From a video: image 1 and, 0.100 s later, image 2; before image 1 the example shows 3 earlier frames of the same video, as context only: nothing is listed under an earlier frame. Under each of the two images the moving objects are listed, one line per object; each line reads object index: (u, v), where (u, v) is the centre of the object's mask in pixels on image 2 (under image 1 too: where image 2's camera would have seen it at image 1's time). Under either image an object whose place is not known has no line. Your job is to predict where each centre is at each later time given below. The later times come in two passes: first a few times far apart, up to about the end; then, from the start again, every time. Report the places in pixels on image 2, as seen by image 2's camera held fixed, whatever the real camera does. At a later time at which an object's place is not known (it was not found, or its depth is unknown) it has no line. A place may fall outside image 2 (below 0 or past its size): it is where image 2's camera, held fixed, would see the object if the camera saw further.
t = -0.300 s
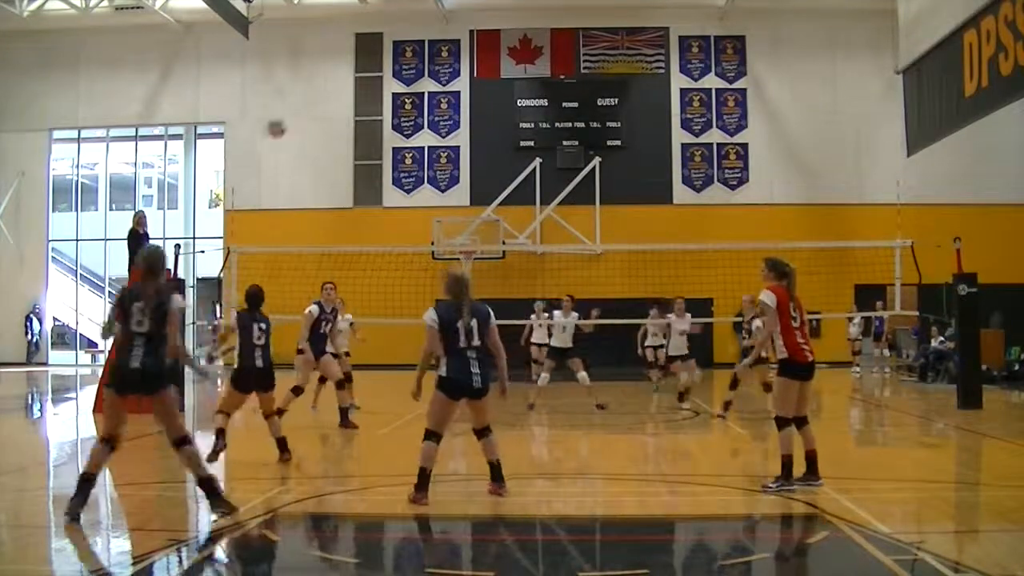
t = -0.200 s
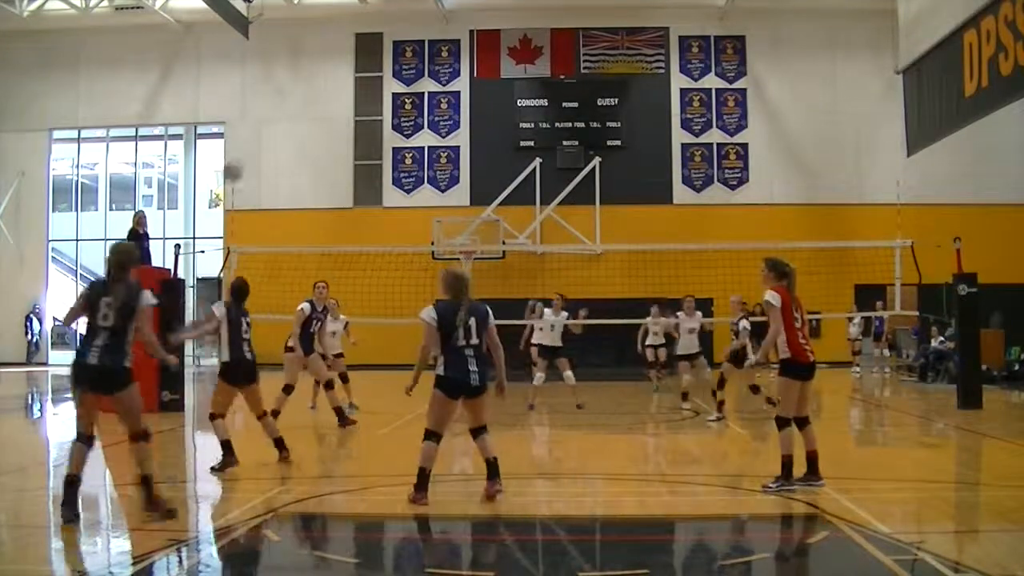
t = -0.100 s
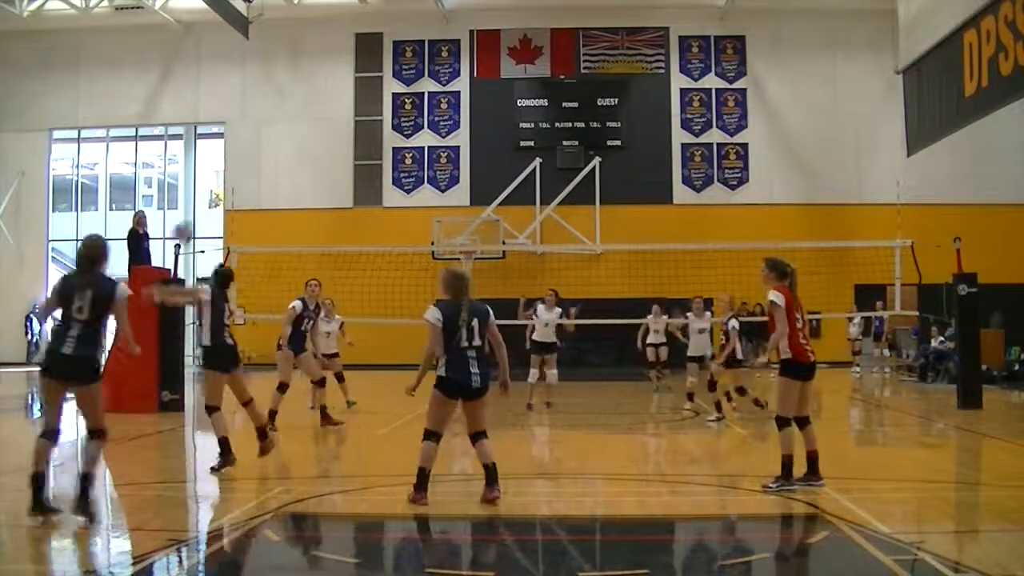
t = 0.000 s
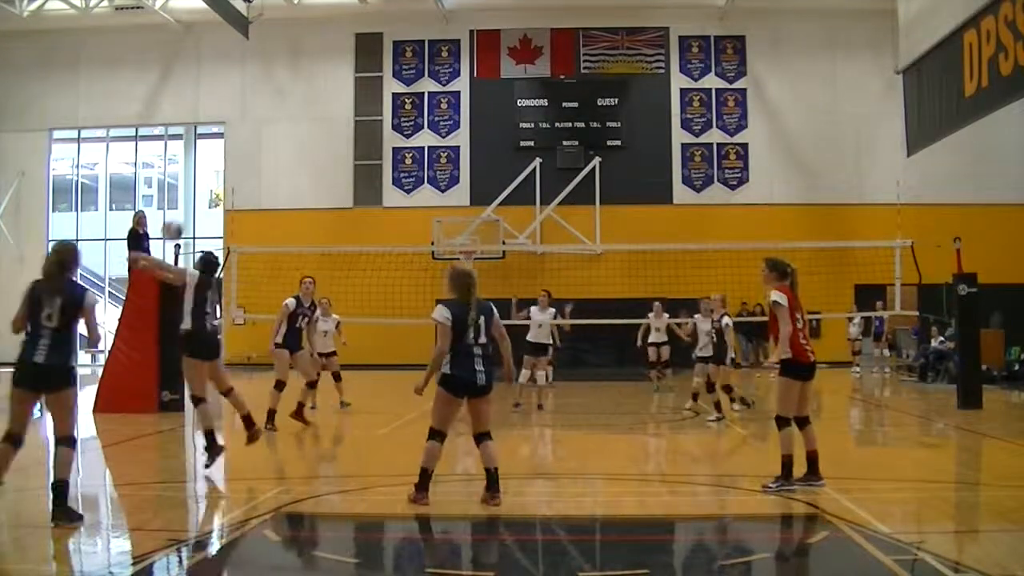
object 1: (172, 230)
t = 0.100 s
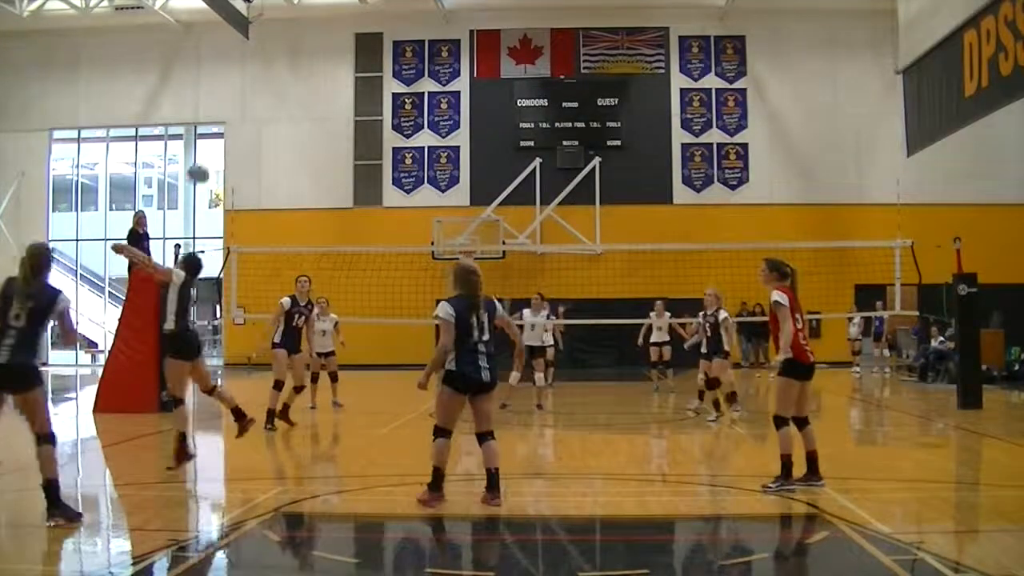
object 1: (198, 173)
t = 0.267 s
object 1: (239, 111)
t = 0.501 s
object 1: (286, 78)
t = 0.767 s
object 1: (332, 105)
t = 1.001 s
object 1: (368, 171)
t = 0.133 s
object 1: (207, 158)
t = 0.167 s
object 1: (216, 142)
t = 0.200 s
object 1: (225, 133)
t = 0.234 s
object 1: (232, 120)
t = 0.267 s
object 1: (239, 111)
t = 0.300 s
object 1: (246, 104)
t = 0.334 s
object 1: (253, 97)
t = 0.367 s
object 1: (260, 90)
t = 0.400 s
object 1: (267, 87)
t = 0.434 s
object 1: (274, 82)
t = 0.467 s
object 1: (280, 79)
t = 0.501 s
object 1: (286, 78)
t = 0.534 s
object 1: (293, 79)
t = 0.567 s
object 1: (299, 80)
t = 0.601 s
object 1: (304, 82)
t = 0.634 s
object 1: (311, 85)
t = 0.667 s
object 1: (316, 90)
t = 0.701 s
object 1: (321, 93)
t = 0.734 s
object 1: (328, 99)
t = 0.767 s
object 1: (332, 105)
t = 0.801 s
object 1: (337, 112)
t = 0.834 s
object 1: (342, 120)
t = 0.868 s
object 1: (348, 132)
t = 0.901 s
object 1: (354, 138)
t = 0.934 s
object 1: (358, 148)
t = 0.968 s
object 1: (363, 158)
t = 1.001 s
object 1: (368, 171)
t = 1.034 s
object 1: (372, 184)
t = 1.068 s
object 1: (375, 197)
